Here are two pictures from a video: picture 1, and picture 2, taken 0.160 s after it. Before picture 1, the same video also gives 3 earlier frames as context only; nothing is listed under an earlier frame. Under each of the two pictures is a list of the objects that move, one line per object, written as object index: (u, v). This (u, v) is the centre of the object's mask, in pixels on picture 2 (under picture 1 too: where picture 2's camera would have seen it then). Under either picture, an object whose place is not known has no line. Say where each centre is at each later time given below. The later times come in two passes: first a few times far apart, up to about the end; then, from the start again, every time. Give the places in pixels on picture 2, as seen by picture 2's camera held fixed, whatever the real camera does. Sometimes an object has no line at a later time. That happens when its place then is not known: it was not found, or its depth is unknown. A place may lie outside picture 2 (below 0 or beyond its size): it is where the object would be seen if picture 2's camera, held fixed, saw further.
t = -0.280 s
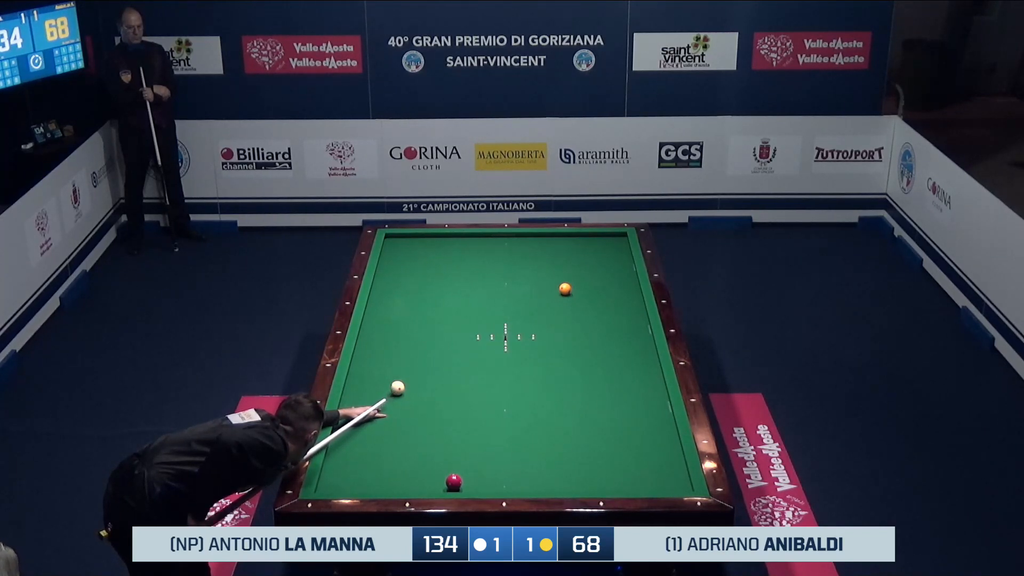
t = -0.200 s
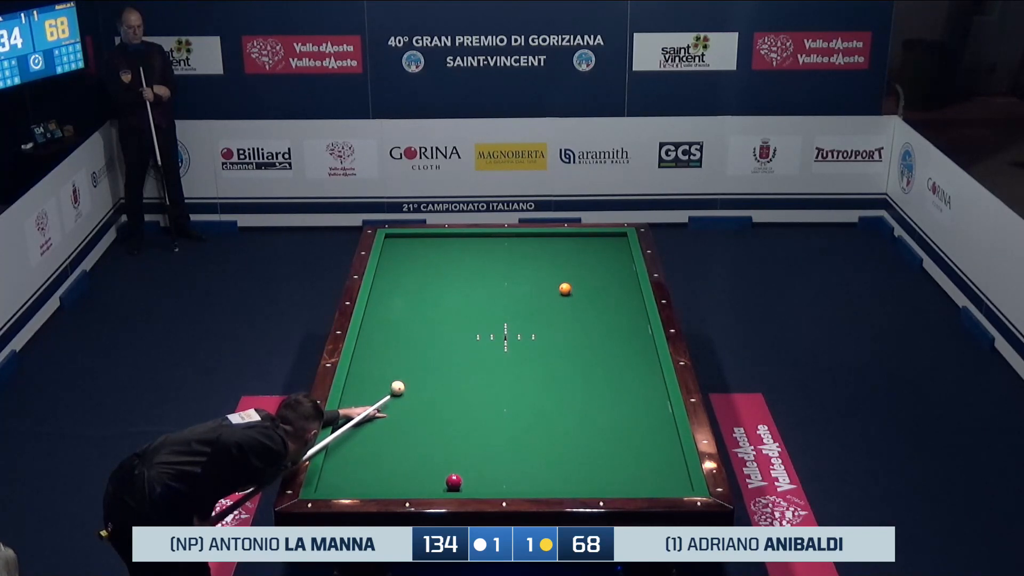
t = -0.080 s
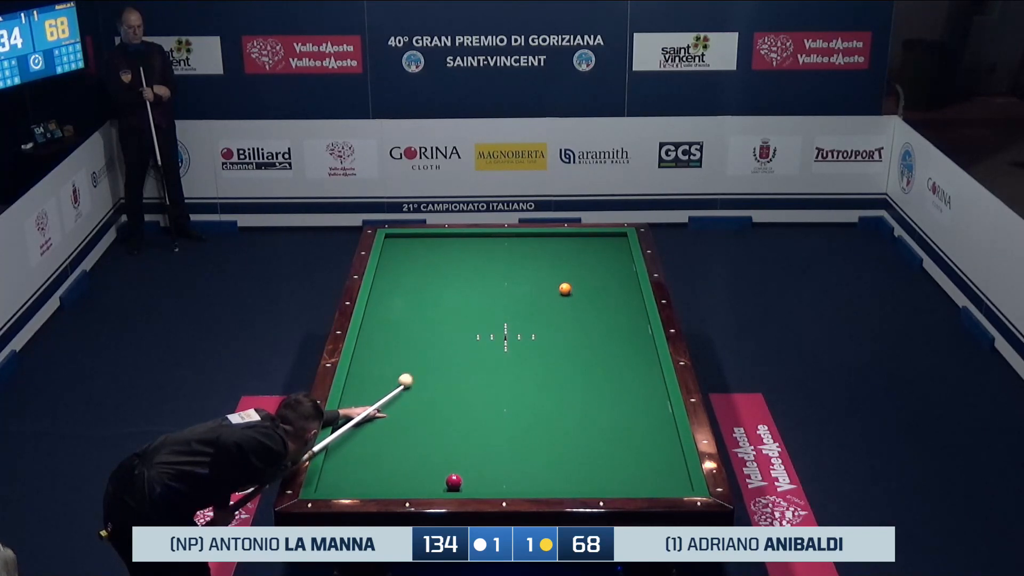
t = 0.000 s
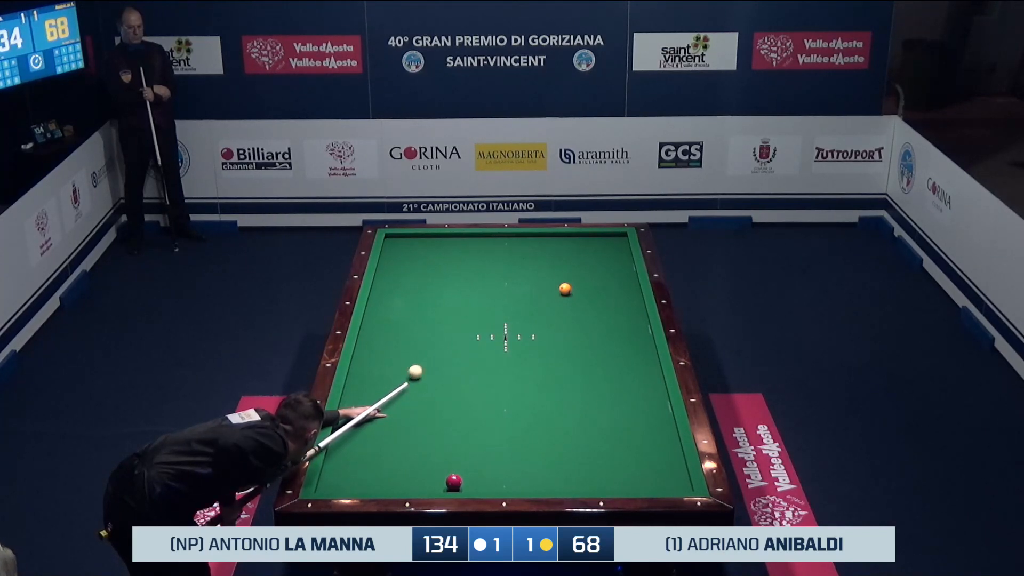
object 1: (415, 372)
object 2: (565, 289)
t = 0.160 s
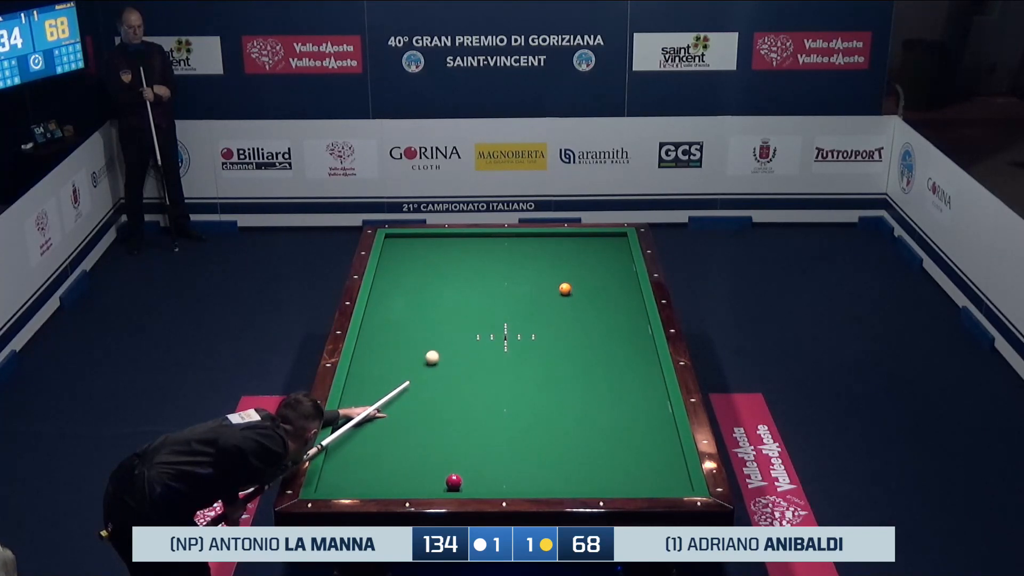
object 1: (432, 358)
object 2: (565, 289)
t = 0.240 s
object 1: (440, 351)
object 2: (565, 289)
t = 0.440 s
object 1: (459, 335)
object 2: (565, 289)
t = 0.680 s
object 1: (480, 317)
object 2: (565, 289)
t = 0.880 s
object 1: (496, 303)
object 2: (565, 289)
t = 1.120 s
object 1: (514, 287)
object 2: (565, 289)
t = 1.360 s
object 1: (532, 272)
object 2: (565, 289)
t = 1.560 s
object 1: (545, 261)
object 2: (565, 289)
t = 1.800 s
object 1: (560, 248)
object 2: (565, 289)
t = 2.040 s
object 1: (574, 236)
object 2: (565, 289)
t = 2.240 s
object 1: (590, 240)
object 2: (565, 289)
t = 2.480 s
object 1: (611, 246)
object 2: (565, 289)
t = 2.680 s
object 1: (625, 252)
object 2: (565, 289)
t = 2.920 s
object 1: (614, 258)
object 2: (565, 289)
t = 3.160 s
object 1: (604, 265)
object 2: (565, 289)
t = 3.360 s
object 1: (596, 271)
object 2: (565, 289)
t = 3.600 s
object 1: (585, 277)
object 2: (565, 289)
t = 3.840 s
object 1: (575, 284)
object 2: (565, 290)
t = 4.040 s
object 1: (572, 287)
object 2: (559, 292)
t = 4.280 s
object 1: (572, 289)
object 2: (552, 296)
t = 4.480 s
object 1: (571, 291)
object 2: (545, 300)
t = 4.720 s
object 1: (571, 293)
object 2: (538, 303)
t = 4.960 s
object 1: (570, 294)
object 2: (530, 307)
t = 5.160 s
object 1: (570, 296)
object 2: (525, 309)
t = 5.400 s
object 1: (569, 297)
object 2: (518, 313)
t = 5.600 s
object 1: (568, 298)
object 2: (512, 316)
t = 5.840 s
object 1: (568, 299)
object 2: (505, 319)
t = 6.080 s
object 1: (567, 299)
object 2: (499, 322)
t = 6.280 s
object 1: (567, 300)
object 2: (494, 325)
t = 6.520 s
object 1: (567, 300)
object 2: (488, 328)
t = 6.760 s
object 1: (566, 300)
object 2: (483, 330)
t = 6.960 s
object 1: (566, 300)
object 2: (478, 332)
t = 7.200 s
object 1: (566, 300)
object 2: (473, 335)
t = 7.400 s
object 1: (566, 300)
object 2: (469, 337)
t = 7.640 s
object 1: (566, 300)
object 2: (464, 340)
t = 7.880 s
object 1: (566, 300)
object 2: (460, 342)
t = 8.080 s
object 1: (566, 300)
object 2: (457, 343)
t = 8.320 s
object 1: (566, 300)
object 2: (453, 345)
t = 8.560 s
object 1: (566, 300)
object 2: (450, 347)
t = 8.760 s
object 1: (566, 300)
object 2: (448, 348)
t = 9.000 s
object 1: (566, 300)
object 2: (445, 349)
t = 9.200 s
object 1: (566, 300)
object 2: (443, 350)
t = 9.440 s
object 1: (566, 300)
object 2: (441, 351)
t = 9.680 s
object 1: (566, 300)
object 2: (439, 352)
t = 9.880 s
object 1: (566, 300)
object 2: (438, 352)
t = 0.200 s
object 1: (436, 354)
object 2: (565, 289)
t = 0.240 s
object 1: (440, 351)
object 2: (565, 289)
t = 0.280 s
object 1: (444, 348)
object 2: (565, 289)
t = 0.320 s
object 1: (448, 344)
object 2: (565, 289)
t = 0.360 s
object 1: (451, 341)
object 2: (565, 289)
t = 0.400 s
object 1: (455, 338)
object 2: (565, 289)
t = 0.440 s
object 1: (459, 335)
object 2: (565, 289)
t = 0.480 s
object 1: (463, 332)
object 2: (565, 289)
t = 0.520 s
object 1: (466, 329)
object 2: (565, 289)
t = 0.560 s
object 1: (469, 326)
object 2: (565, 289)
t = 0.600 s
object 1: (473, 323)
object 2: (565, 289)
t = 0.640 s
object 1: (476, 320)
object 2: (565, 289)
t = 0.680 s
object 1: (480, 317)
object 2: (565, 289)
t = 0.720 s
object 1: (483, 314)
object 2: (565, 289)
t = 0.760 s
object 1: (487, 311)
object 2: (565, 289)
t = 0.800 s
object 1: (490, 308)
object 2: (565, 289)
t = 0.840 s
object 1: (493, 305)
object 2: (565, 289)
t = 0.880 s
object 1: (496, 303)
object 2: (565, 289)
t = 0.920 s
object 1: (499, 300)
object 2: (565, 289)
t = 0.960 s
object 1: (502, 297)
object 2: (565, 289)
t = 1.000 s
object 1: (505, 295)
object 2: (565, 289)
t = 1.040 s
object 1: (508, 292)
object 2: (565, 289)
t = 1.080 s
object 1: (511, 290)
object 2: (565, 289)
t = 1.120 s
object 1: (514, 287)
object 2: (565, 289)
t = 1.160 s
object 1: (518, 284)
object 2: (565, 289)
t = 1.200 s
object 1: (520, 282)
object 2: (565, 289)
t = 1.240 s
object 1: (523, 280)
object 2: (565, 289)
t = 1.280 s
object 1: (526, 277)
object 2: (565, 289)
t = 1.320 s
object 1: (529, 275)
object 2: (565, 289)
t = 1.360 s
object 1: (532, 272)
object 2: (565, 289)
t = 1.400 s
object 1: (534, 270)
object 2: (565, 289)
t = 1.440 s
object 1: (537, 268)
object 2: (565, 289)
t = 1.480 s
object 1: (540, 266)
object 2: (565, 289)
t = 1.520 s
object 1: (542, 263)
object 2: (565, 289)
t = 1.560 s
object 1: (545, 261)
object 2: (565, 289)
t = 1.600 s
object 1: (547, 259)
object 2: (565, 289)
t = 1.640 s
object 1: (550, 257)
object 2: (565, 289)
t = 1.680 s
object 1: (552, 255)
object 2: (565, 289)
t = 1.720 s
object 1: (555, 252)
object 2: (565, 289)
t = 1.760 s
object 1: (557, 250)
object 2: (565, 289)
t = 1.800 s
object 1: (560, 248)
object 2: (565, 289)
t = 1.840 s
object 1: (562, 246)
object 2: (565, 289)
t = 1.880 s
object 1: (565, 244)
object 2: (565, 289)
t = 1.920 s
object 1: (567, 242)
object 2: (565, 289)
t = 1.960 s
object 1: (569, 240)
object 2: (565, 289)
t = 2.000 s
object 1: (571, 238)
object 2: (565, 289)
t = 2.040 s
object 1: (574, 236)
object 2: (565, 289)
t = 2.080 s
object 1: (576, 234)
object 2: (565, 289)
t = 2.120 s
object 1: (579, 236)
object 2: (565, 289)
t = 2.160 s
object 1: (583, 237)
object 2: (565, 289)
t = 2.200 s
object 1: (587, 238)
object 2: (565, 289)
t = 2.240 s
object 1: (590, 240)
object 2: (565, 289)
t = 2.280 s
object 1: (594, 241)
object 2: (565, 289)
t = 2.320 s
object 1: (597, 242)
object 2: (565, 289)
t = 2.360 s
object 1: (601, 243)
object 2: (565, 289)
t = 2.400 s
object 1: (604, 244)
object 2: (565, 289)
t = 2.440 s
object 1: (608, 245)
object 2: (565, 289)
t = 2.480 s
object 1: (611, 246)
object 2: (565, 289)
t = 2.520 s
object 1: (615, 247)
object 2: (565, 289)
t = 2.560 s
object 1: (618, 248)
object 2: (565, 289)
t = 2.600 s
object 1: (622, 249)
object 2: (565, 289)
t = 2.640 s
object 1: (625, 250)
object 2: (565, 289)
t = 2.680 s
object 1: (625, 252)
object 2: (565, 289)
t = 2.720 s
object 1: (623, 253)
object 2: (565, 289)
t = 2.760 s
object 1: (621, 254)
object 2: (565, 289)
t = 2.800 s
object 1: (619, 255)
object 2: (565, 289)
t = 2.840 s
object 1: (618, 256)
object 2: (565, 289)
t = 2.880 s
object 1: (616, 257)
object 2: (565, 289)
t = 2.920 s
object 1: (614, 258)
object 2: (565, 289)
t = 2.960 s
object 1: (612, 259)
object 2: (565, 289)
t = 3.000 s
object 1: (611, 261)
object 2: (565, 289)
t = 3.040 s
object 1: (609, 262)
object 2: (565, 289)
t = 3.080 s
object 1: (607, 263)
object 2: (565, 289)
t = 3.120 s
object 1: (606, 264)
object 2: (565, 289)
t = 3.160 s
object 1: (604, 265)
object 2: (565, 289)
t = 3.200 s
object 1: (602, 266)
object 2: (565, 289)
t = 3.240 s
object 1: (601, 267)
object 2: (565, 289)
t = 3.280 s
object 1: (599, 268)
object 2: (565, 289)
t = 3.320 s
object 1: (597, 269)
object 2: (565, 289)
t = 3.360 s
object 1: (596, 271)
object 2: (565, 289)
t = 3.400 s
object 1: (594, 272)
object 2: (565, 289)
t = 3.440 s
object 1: (592, 273)
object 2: (565, 289)
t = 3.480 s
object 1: (590, 274)
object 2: (565, 289)
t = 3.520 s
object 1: (589, 275)
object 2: (565, 289)
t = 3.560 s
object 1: (587, 276)
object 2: (565, 289)
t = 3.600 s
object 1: (585, 277)
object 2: (565, 289)
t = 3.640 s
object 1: (583, 279)
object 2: (565, 289)
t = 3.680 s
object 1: (582, 280)
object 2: (565, 289)
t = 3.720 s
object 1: (580, 281)
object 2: (565, 289)
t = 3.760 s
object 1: (578, 282)
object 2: (565, 289)
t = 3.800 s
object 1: (577, 283)
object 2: (565, 289)
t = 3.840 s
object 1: (575, 284)
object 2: (565, 290)
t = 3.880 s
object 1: (574, 285)
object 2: (565, 290)
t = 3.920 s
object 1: (573, 286)
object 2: (563, 290)
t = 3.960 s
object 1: (573, 286)
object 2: (562, 291)
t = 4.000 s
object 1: (573, 287)
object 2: (561, 291)
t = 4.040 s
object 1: (572, 287)
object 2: (559, 292)
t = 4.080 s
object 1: (572, 287)
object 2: (558, 293)
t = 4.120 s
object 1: (572, 288)
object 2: (557, 294)
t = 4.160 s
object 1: (572, 288)
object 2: (556, 294)
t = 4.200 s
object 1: (572, 288)
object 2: (554, 295)
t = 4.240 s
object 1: (572, 289)
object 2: (553, 296)
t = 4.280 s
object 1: (572, 289)
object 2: (552, 296)
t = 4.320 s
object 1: (572, 289)
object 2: (550, 297)
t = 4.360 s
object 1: (572, 290)
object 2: (549, 298)
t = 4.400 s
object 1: (571, 290)
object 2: (548, 298)
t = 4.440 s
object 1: (571, 290)
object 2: (547, 299)
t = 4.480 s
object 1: (571, 291)
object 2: (545, 300)
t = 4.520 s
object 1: (571, 291)
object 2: (544, 300)
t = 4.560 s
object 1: (571, 291)
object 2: (543, 301)
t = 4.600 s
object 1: (571, 292)
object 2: (541, 301)
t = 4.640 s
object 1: (571, 292)
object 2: (540, 302)
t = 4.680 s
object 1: (571, 292)
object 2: (539, 303)
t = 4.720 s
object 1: (571, 293)
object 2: (538, 303)
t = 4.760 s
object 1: (570, 293)
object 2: (536, 304)
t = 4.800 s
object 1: (570, 293)
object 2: (535, 304)
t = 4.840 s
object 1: (570, 294)
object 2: (534, 305)
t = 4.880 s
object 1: (570, 294)
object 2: (533, 306)
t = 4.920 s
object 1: (570, 294)
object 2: (532, 306)
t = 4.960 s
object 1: (570, 294)
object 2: (530, 307)
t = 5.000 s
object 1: (570, 295)
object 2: (529, 307)
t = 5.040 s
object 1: (570, 295)
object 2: (528, 308)
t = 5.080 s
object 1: (570, 295)
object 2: (527, 308)
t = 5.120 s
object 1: (570, 295)
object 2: (525, 309)
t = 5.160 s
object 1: (570, 296)
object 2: (525, 309)
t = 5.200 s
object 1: (569, 296)
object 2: (523, 311)
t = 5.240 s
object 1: (569, 296)
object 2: (522, 311)
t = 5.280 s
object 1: (569, 296)
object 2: (521, 311)
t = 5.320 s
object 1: (569, 296)
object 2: (520, 312)
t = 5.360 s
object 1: (569, 297)
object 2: (519, 313)
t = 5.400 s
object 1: (569, 297)
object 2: (518, 313)
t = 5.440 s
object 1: (569, 297)
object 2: (516, 314)
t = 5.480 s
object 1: (569, 297)
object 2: (515, 314)
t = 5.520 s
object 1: (569, 297)
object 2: (514, 315)
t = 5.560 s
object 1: (569, 297)
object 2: (513, 316)
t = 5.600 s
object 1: (568, 298)
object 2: (512, 316)
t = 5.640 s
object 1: (568, 298)
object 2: (511, 317)
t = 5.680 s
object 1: (568, 298)
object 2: (510, 317)
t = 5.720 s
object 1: (568, 298)
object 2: (509, 318)
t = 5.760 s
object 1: (568, 298)
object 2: (508, 318)
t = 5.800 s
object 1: (568, 298)
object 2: (507, 318)
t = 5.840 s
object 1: (568, 299)
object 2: (505, 319)
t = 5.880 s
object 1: (568, 299)
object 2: (504, 319)
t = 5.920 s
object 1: (568, 299)
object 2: (503, 320)
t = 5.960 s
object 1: (568, 299)
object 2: (502, 321)
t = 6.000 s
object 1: (567, 299)
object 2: (501, 321)
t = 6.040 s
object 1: (567, 299)
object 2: (500, 322)
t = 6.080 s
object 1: (567, 299)
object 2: (499, 322)
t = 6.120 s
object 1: (567, 299)
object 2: (498, 323)
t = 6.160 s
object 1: (567, 300)
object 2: (497, 323)
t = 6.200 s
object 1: (567, 300)
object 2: (496, 324)
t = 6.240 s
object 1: (567, 300)
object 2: (495, 325)
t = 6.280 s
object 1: (567, 300)
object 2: (494, 325)
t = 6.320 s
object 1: (567, 300)
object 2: (493, 326)
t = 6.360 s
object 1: (567, 300)
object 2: (492, 326)
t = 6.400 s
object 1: (567, 300)
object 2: (491, 327)
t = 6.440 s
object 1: (567, 300)
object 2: (490, 327)
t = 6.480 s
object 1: (567, 300)
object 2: (489, 327)
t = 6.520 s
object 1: (567, 300)
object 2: (488, 328)
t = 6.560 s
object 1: (567, 300)
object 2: (488, 328)
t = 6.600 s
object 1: (566, 300)
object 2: (486, 329)
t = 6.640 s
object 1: (567, 300)
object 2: (485, 329)
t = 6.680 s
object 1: (566, 300)
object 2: (485, 330)
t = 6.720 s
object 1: (566, 300)
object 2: (484, 330)
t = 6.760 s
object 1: (566, 300)
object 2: (483, 330)
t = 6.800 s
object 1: (567, 300)
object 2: (482, 331)
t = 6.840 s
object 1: (567, 300)
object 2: (481, 331)
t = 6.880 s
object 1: (567, 300)
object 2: (480, 331)
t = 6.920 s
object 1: (567, 300)
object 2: (479, 332)
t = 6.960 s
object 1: (566, 300)
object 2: (478, 332)
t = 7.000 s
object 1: (566, 300)
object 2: (477, 333)
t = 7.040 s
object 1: (566, 300)
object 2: (476, 334)
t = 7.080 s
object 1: (566, 300)
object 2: (476, 334)
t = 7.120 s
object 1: (566, 300)
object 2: (474, 334)
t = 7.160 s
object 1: (566, 300)
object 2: (474, 335)
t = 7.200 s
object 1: (566, 300)
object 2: (473, 335)
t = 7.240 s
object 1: (566, 300)
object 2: (472, 336)
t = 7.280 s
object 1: (566, 300)
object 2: (471, 336)
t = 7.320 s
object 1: (566, 300)
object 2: (471, 337)
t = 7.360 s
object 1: (566, 300)
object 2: (470, 337)
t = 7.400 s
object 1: (566, 300)
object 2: (469, 337)
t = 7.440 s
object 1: (566, 300)
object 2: (468, 338)
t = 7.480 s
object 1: (566, 300)
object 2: (468, 338)
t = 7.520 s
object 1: (566, 300)
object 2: (467, 339)
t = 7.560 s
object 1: (566, 300)
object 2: (466, 339)
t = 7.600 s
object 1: (566, 300)
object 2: (465, 339)
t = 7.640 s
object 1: (566, 300)
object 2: (464, 340)
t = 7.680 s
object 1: (566, 300)
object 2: (464, 340)
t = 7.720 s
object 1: (566, 300)
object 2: (463, 340)
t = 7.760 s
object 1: (566, 300)
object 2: (462, 341)
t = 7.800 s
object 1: (566, 300)
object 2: (461, 341)
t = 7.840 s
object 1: (566, 300)
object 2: (461, 341)
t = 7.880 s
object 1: (566, 300)
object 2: (460, 342)
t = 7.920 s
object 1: (566, 300)
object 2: (460, 342)
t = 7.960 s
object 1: (566, 300)
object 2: (459, 342)
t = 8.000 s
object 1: (566, 300)
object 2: (458, 343)
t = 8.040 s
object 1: (566, 300)
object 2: (458, 343)
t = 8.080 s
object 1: (566, 300)
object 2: (457, 343)
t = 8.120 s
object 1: (566, 300)
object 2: (457, 343)
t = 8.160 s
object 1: (566, 300)
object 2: (456, 344)
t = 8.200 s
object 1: (566, 300)
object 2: (455, 344)
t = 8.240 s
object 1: (566, 300)
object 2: (455, 344)
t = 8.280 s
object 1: (566, 300)
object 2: (454, 345)
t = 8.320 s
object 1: (566, 300)
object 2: (453, 345)
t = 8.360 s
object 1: (566, 300)
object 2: (453, 345)
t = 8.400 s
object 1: (566, 300)
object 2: (452, 345)
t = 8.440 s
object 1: (566, 300)
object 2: (452, 345)
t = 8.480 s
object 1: (566, 300)
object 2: (451, 346)
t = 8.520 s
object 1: (566, 300)
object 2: (451, 347)
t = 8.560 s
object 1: (566, 300)
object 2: (450, 347)
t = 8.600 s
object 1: (566, 300)
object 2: (450, 347)
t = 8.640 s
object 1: (566, 300)
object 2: (449, 347)
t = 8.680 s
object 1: (566, 300)
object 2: (449, 347)
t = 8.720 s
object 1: (566, 300)
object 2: (448, 347)
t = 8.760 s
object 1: (566, 300)
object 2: (448, 348)
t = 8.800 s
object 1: (566, 300)
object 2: (447, 348)
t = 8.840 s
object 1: (566, 300)
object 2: (447, 348)
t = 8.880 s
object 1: (566, 300)
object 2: (447, 348)
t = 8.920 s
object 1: (566, 300)
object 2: (446, 349)
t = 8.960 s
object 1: (566, 300)
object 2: (446, 349)
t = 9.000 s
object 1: (566, 300)
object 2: (445, 349)
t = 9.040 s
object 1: (566, 300)
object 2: (445, 349)
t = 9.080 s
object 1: (566, 300)
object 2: (444, 349)
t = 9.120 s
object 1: (566, 300)
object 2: (444, 350)
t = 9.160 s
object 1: (566, 300)
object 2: (444, 350)
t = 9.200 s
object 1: (566, 300)
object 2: (443, 350)
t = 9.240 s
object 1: (566, 300)
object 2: (443, 350)
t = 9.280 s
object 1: (566, 300)
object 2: (443, 350)
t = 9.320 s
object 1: (566, 300)
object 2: (442, 351)
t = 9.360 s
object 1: (566, 300)
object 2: (442, 351)
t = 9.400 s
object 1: (566, 300)
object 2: (442, 351)
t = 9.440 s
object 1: (566, 300)
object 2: (441, 351)
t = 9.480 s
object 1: (566, 300)
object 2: (441, 351)
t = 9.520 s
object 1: (566, 300)
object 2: (441, 351)
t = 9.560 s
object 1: (566, 300)
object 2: (440, 351)
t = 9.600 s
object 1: (566, 300)
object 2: (440, 352)
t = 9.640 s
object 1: (566, 300)
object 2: (440, 352)
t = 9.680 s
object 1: (566, 300)
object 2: (439, 352)
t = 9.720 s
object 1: (566, 300)
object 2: (439, 352)
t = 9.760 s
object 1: (566, 300)
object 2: (439, 352)
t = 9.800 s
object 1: (566, 300)
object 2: (439, 352)
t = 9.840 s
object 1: (566, 300)
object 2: (439, 352)
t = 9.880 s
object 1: (566, 300)
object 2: (438, 352)
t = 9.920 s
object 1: (566, 300)
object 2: (438, 353)
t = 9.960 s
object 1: (566, 300)
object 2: (438, 353)
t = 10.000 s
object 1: (566, 300)
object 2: (438, 353)
